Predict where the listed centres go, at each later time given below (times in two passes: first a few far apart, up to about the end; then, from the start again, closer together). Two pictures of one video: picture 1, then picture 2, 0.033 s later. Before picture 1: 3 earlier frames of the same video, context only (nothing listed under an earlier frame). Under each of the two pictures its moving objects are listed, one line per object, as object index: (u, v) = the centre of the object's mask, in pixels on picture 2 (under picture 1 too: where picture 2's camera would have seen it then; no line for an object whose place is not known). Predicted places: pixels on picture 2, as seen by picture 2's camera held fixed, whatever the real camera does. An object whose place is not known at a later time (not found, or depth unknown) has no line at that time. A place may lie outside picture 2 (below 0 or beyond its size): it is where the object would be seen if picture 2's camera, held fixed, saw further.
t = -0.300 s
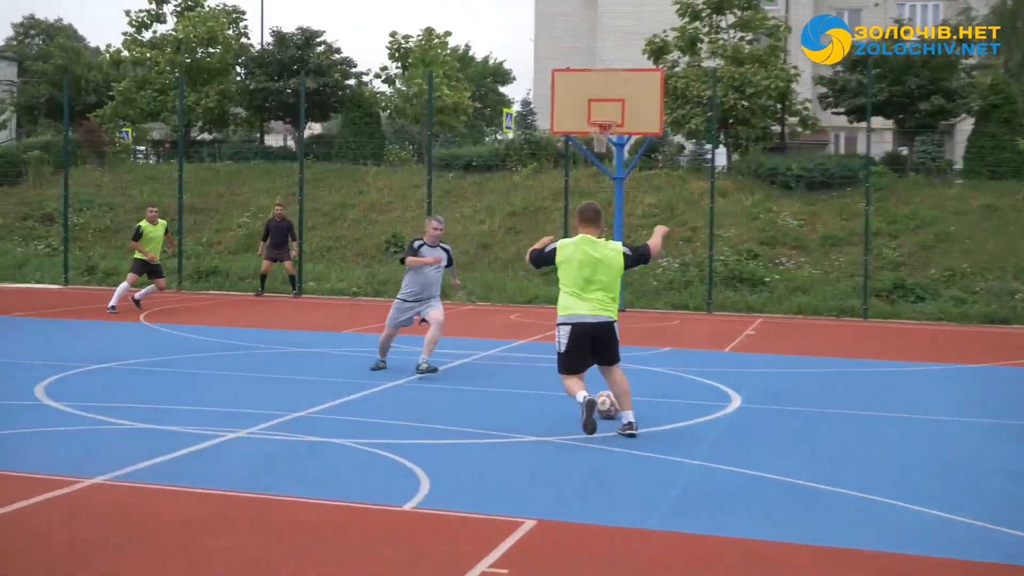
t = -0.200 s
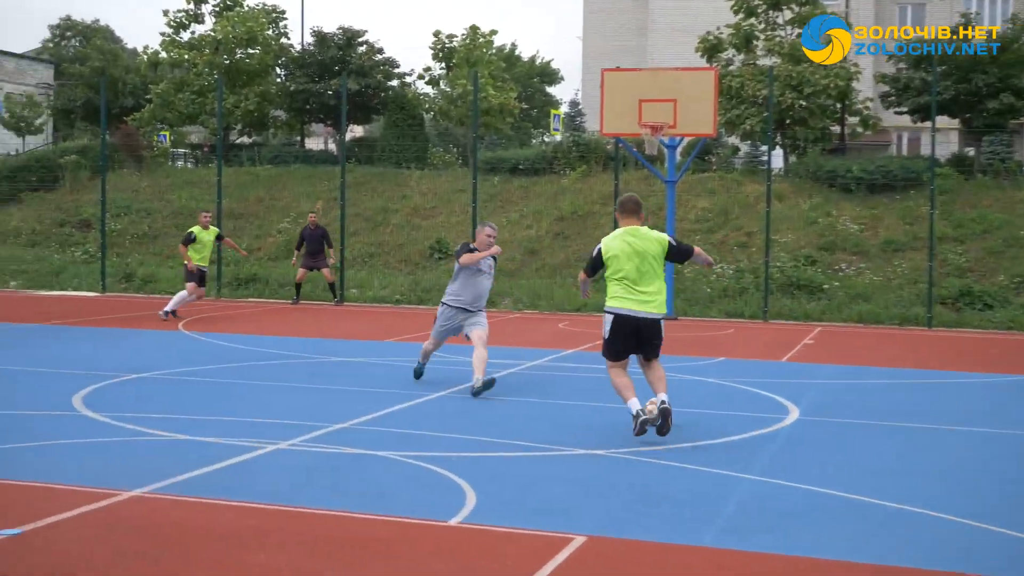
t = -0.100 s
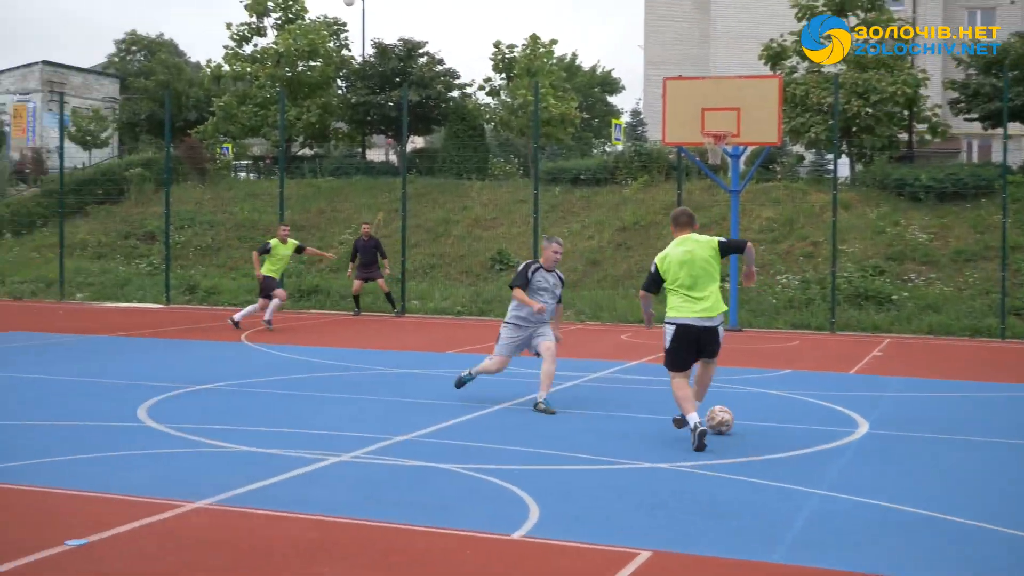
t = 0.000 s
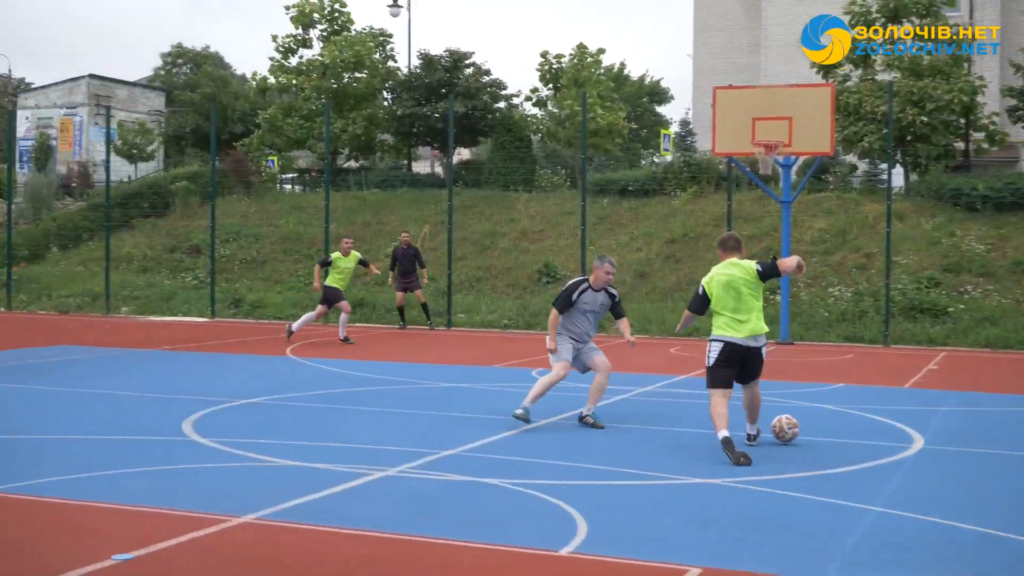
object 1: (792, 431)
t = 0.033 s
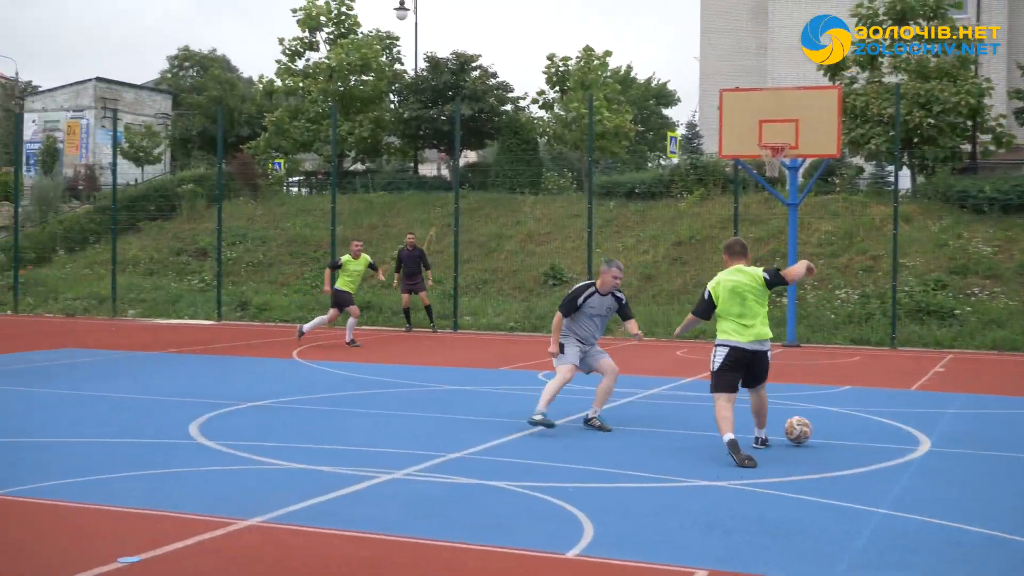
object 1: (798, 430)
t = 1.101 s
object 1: (984, 399)
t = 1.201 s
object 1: (996, 397)
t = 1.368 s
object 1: (1015, 393)
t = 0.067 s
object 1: (809, 429)
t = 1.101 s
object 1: (984, 399)
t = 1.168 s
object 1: (991, 398)
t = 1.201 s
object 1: (996, 397)
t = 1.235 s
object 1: (999, 396)
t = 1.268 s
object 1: (1003, 395)
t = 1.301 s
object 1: (1008, 395)
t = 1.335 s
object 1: (1011, 395)
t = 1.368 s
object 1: (1015, 393)
